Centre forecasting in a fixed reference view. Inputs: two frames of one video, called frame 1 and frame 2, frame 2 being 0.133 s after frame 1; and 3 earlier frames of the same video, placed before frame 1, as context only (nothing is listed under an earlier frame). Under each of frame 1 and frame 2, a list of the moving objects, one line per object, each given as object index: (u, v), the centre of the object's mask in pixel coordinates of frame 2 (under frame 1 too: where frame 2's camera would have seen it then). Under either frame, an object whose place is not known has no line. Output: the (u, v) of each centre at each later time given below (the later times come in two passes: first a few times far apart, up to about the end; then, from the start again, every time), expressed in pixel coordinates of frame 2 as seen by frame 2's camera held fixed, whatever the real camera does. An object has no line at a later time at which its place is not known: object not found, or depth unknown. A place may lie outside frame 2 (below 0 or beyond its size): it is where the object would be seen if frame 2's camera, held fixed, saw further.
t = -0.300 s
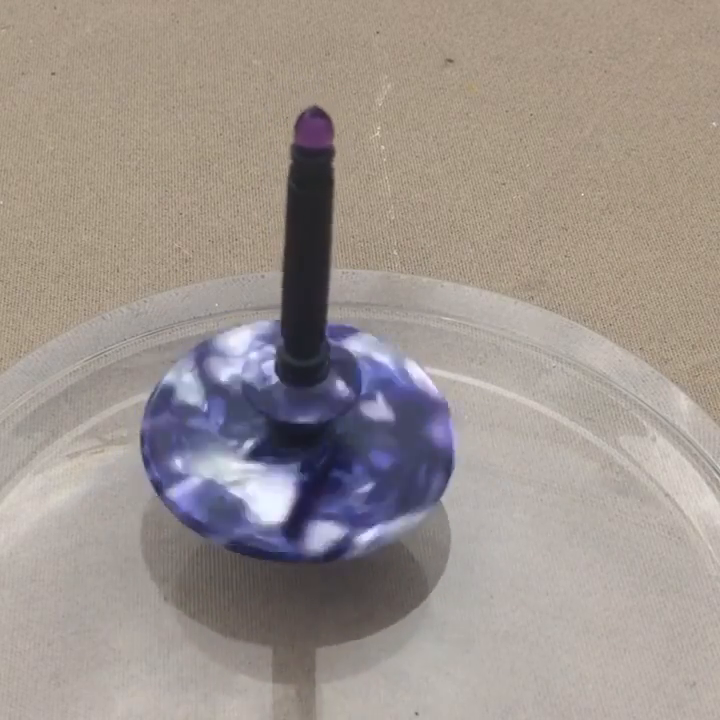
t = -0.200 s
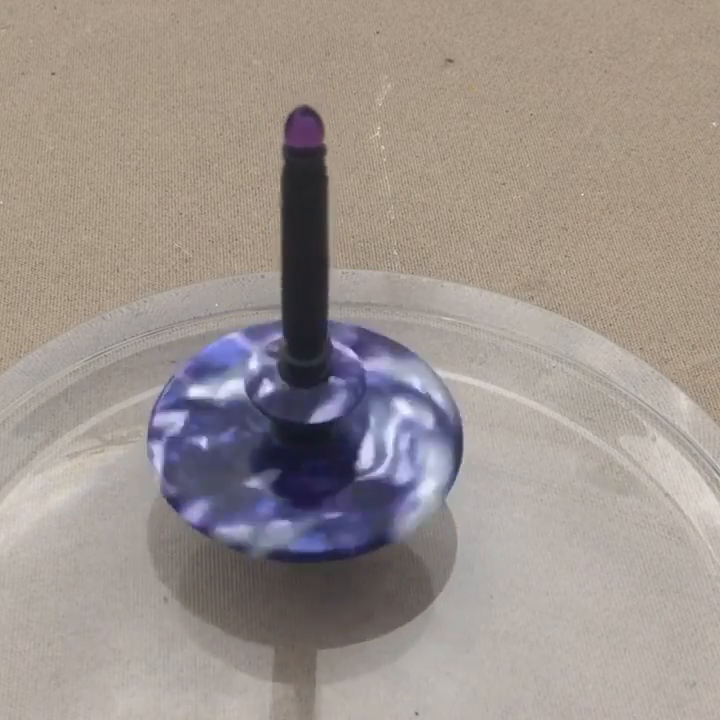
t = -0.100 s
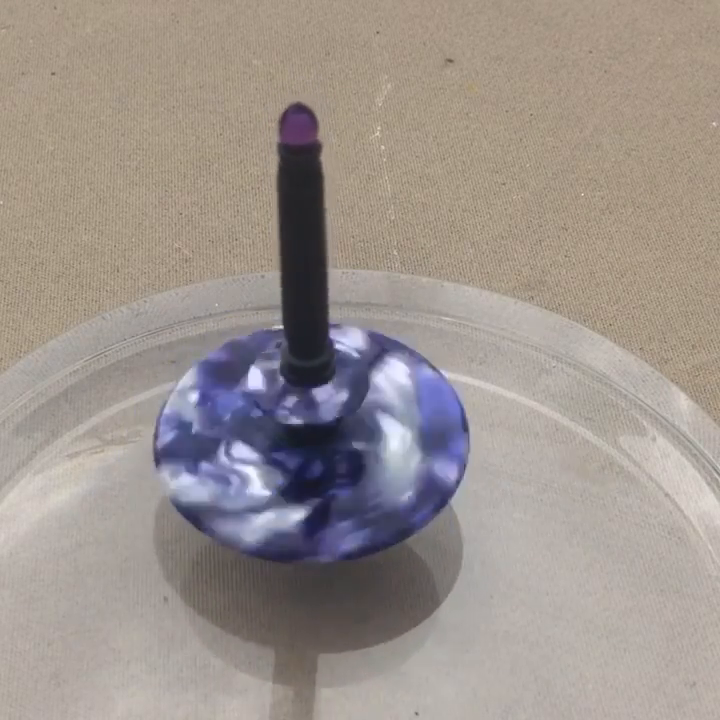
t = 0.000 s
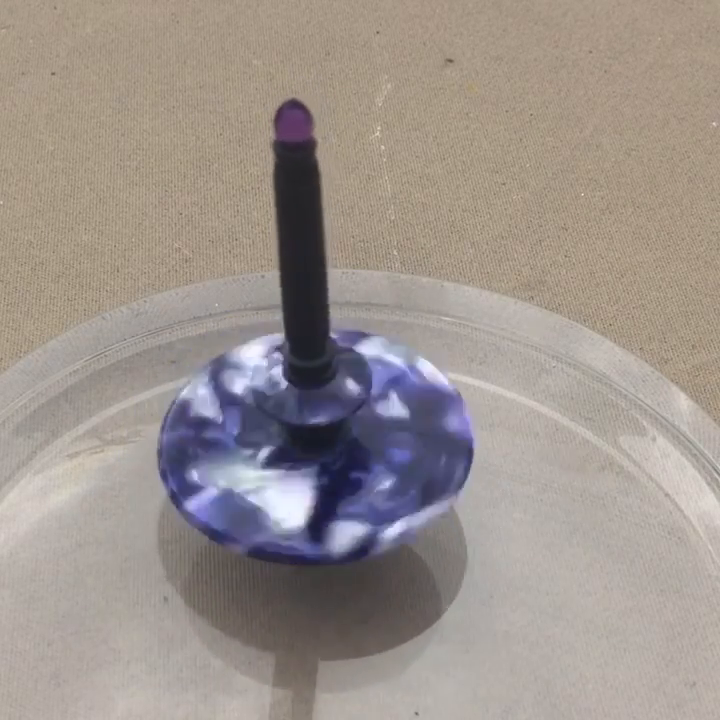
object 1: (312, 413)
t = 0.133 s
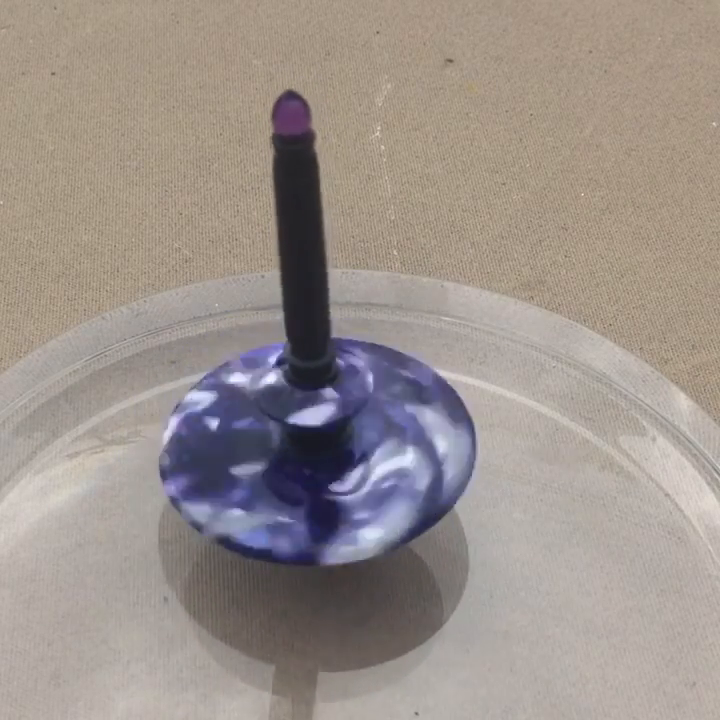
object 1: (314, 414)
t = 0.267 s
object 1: (312, 415)
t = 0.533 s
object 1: (305, 416)
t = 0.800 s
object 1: (299, 415)
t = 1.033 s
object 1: (303, 413)
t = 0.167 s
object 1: (314, 414)
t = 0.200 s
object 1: (314, 414)
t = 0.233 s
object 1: (313, 415)
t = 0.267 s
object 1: (312, 415)
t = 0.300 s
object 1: (312, 416)
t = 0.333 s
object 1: (311, 416)
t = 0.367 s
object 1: (310, 416)
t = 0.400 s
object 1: (308, 416)
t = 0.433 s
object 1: (308, 416)
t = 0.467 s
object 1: (307, 416)
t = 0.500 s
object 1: (306, 416)
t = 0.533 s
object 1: (305, 416)
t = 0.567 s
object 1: (304, 416)
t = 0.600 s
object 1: (302, 416)
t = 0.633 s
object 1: (302, 416)
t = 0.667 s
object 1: (301, 416)
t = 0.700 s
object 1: (300, 416)
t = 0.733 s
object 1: (299, 416)
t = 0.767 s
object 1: (299, 415)
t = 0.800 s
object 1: (299, 415)
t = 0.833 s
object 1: (300, 415)
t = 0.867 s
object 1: (300, 414)
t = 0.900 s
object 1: (300, 414)
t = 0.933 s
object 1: (301, 414)
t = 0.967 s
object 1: (302, 414)
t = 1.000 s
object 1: (302, 414)
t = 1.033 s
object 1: (303, 413)
